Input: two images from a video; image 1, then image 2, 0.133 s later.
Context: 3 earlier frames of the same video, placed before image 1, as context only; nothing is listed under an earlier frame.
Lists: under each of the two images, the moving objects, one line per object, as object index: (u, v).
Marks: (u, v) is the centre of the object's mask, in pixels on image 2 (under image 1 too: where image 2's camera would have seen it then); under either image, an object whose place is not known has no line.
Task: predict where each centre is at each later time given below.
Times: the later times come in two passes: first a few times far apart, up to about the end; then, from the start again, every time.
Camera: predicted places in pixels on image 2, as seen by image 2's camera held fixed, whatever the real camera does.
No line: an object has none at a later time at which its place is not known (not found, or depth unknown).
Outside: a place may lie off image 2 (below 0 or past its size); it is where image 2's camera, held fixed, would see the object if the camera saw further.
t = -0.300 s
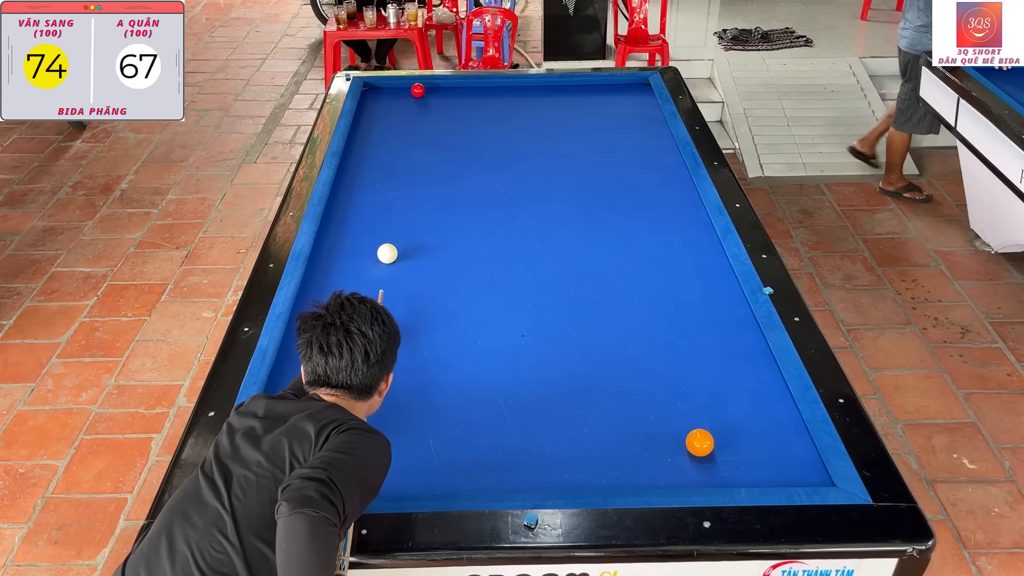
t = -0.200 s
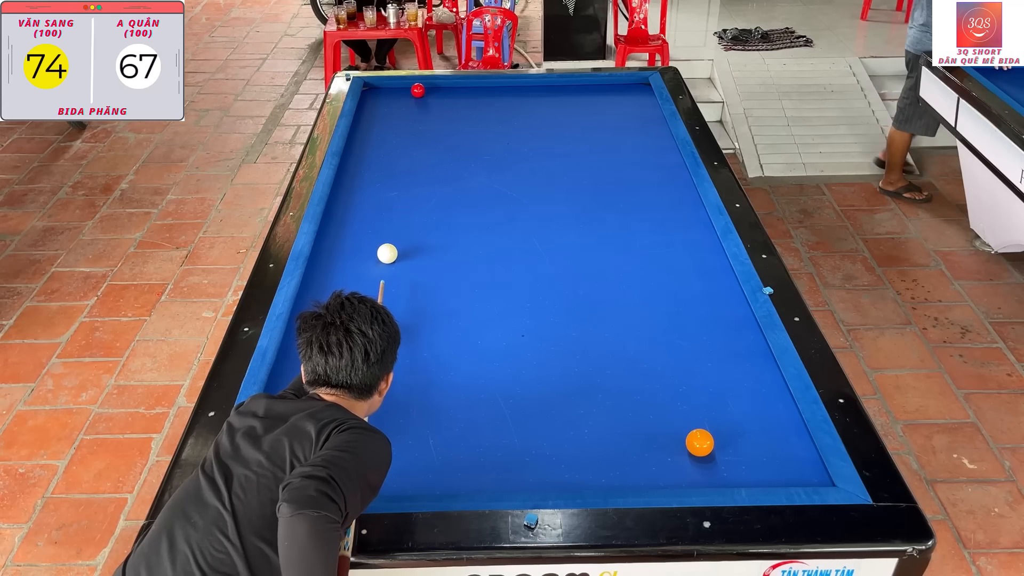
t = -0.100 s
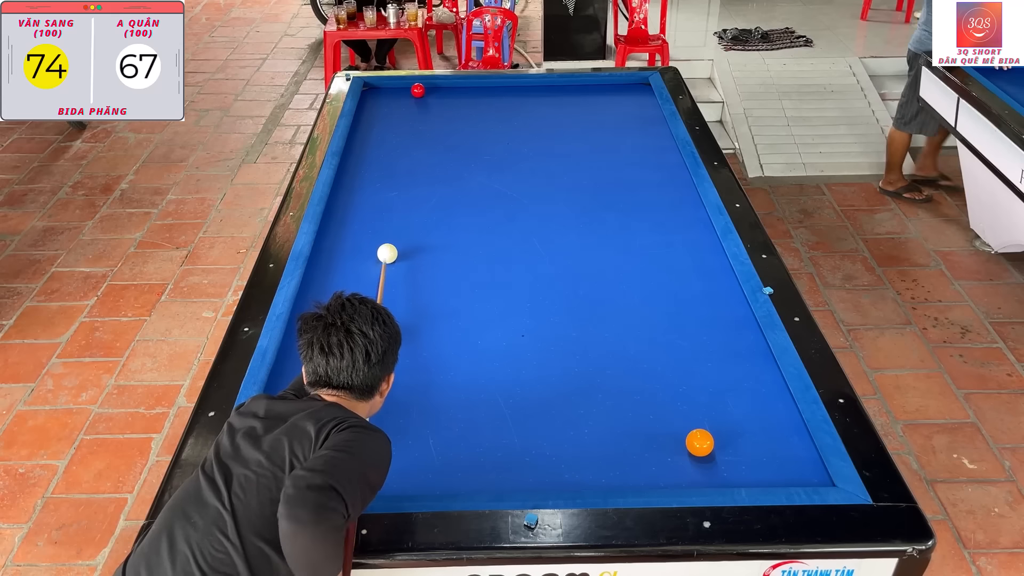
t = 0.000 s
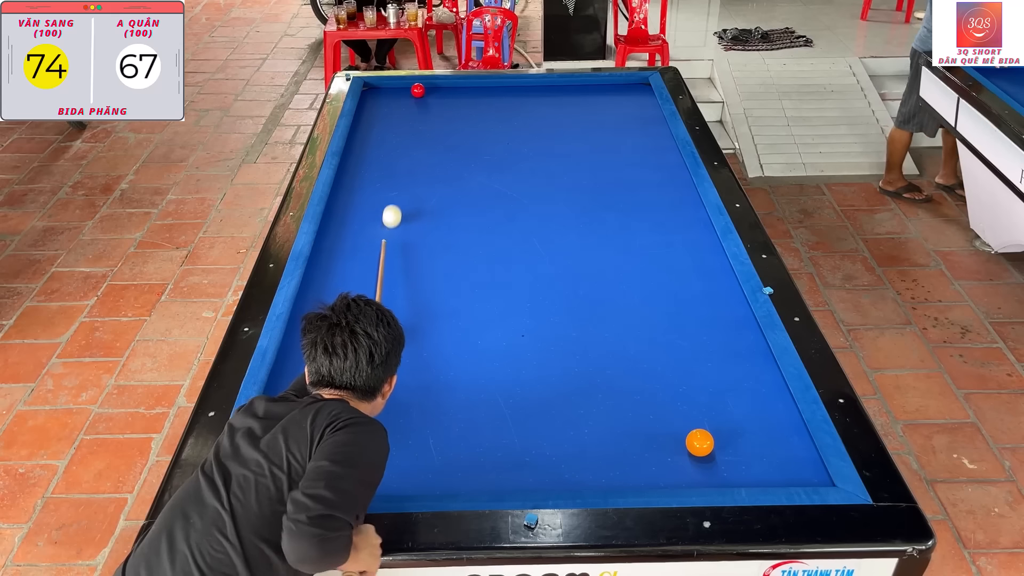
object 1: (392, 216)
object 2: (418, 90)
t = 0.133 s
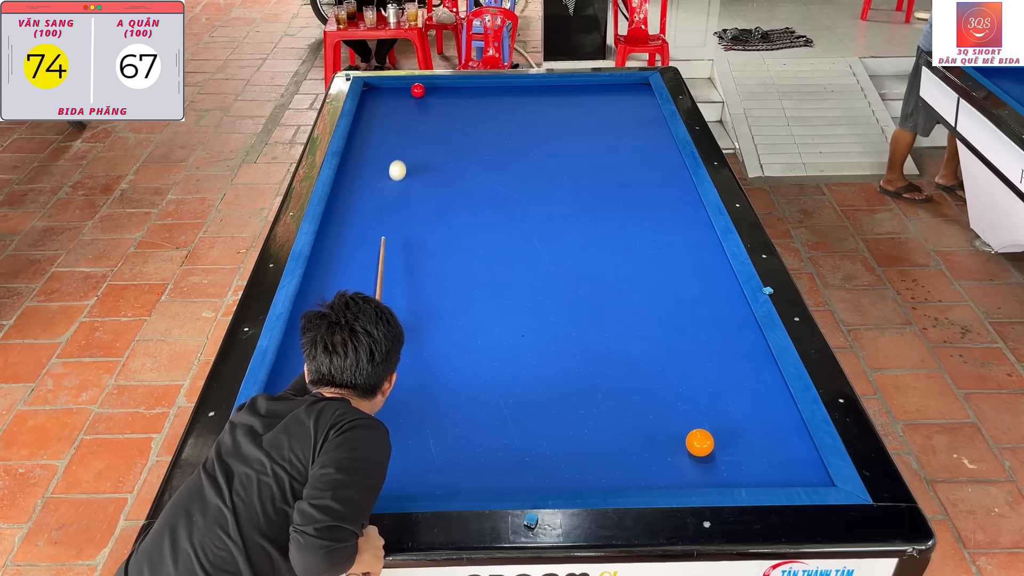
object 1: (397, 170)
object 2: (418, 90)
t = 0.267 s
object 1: (401, 135)
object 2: (418, 90)
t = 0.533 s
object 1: (390, 85)
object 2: (434, 85)
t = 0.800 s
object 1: (388, 110)
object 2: (468, 93)
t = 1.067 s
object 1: (421, 130)
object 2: (496, 101)
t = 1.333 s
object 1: (453, 149)
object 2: (525, 109)
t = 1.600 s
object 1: (489, 171)
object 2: (555, 118)
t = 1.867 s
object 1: (527, 193)
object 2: (586, 127)
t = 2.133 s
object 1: (568, 218)
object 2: (617, 136)
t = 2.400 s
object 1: (614, 245)
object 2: (649, 145)
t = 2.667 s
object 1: (664, 275)
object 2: (668, 154)
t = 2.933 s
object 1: (720, 309)
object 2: (656, 163)
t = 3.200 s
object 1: (741, 342)
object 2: (644, 172)
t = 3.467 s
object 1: (731, 373)
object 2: (632, 180)
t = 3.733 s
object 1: (721, 408)
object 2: (620, 189)
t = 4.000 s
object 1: (721, 435)
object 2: (608, 198)
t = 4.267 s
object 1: (735, 452)
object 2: (596, 207)
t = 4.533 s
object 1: (748, 468)
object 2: (584, 215)
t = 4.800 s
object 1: (761, 477)
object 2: (572, 224)
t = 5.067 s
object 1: (771, 470)
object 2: (560, 232)
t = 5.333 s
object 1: (780, 463)
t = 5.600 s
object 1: (789, 456)
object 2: (536, 248)
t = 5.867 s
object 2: (524, 256)
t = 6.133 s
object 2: (513, 264)
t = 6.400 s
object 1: (794, 442)
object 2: (502, 272)
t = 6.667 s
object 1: (789, 439)
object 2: (491, 279)
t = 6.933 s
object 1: (786, 437)
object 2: (480, 286)
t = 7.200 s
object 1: (783, 435)
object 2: (470, 293)
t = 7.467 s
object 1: (781, 434)
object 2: (460, 300)
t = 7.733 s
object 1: (779, 434)
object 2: (450, 307)
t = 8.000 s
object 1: (779, 434)
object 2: (441, 313)
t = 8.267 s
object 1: (779, 434)
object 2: (432, 319)
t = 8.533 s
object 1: (779, 434)
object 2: (424, 324)
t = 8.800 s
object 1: (779, 434)
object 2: (418, 329)
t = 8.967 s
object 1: (779, 434)
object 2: (414, 332)
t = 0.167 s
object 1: (399, 161)
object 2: (418, 90)
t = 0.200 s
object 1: (400, 151)
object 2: (418, 90)
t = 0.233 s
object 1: (401, 143)
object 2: (418, 90)
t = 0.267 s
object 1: (401, 135)
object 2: (418, 90)
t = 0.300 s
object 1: (402, 127)
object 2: (418, 90)
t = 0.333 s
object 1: (403, 119)
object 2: (418, 90)
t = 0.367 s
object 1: (404, 112)
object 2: (418, 90)
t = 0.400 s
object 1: (405, 105)
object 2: (418, 90)
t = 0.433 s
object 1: (405, 99)
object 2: (418, 90)
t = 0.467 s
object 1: (404, 92)
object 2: (419, 89)
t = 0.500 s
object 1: (397, 88)
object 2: (427, 87)
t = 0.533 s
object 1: (390, 85)
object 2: (434, 85)
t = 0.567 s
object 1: (382, 88)
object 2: (441, 84)
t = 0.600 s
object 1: (375, 92)
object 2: (445, 85)
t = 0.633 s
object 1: (367, 95)
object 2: (449, 87)
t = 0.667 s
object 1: (370, 99)
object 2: (453, 88)
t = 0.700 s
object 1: (375, 102)
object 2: (457, 89)
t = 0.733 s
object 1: (379, 105)
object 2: (460, 90)
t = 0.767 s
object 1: (384, 108)
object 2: (464, 91)
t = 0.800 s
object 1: (388, 110)
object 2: (468, 93)
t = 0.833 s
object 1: (393, 113)
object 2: (471, 94)
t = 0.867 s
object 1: (397, 116)
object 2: (475, 95)
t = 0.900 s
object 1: (401, 118)
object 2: (478, 96)
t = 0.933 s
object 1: (405, 121)
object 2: (482, 97)
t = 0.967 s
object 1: (409, 123)
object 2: (485, 98)
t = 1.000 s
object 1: (413, 125)
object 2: (489, 99)
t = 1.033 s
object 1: (417, 128)
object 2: (492, 100)
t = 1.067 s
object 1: (421, 130)
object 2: (496, 101)
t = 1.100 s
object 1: (424, 132)
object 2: (500, 102)
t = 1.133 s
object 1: (429, 135)
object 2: (503, 103)
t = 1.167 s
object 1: (433, 137)
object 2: (507, 104)
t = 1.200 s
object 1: (437, 140)
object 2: (511, 105)
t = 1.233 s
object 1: (441, 142)
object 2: (514, 106)
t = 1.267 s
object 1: (445, 144)
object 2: (518, 107)
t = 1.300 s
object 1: (449, 147)
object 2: (522, 108)
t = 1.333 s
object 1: (453, 149)
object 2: (525, 109)
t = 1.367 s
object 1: (458, 152)
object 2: (529, 111)
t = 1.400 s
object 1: (462, 155)
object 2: (533, 112)
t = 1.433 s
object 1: (466, 157)
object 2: (536, 113)
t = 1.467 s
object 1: (471, 160)
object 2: (540, 114)
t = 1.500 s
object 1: (475, 162)
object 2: (544, 115)
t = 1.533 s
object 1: (480, 165)
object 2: (548, 116)
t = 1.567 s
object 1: (484, 168)
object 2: (551, 117)
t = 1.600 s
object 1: (489, 171)
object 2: (555, 118)
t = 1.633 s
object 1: (493, 173)
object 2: (559, 119)
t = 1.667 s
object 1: (498, 176)
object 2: (563, 120)
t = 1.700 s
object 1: (503, 179)
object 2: (566, 121)
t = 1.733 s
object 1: (508, 182)
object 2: (570, 122)
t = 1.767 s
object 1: (512, 185)
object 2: (574, 124)
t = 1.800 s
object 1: (517, 187)
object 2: (578, 125)
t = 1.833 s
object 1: (522, 190)
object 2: (582, 126)
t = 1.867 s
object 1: (527, 193)
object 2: (586, 127)
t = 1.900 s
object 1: (532, 196)
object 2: (589, 128)
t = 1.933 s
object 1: (537, 199)
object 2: (593, 129)
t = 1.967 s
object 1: (542, 202)
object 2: (597, 130)
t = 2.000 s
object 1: (547, 205)
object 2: (601, 131)
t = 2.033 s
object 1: (552, 209)
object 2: (605, 133)
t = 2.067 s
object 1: (558, 212)
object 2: (609, 134)
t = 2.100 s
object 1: (563, 215)
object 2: (613, 135)
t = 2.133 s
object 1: (568, 218)
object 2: (617, 136)
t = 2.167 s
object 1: (574, 221)
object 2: (621, 137)
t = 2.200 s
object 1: (580, 225)
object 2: (625, 138)
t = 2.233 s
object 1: (585, 228)
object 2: (629, 139)
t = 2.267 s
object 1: (591, 231)
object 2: (633, 141)
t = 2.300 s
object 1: (597, 235)
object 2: (637, 142)
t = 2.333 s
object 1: (602, 238)
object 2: (641, 143)
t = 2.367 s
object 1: (608, 242)
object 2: (645, 144)
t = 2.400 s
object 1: (614, 245)
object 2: (649, 145)
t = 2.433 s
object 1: (620, 249)
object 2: (653, 146)
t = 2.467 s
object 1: (626, 253)
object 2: (657, 147)
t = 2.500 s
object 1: (632, 256)
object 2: (661, 149)
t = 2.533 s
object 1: (639, 260)
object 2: (665, 150)
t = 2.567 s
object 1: (645, 263)
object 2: (669, 151)
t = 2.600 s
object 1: (651, 268)
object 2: (672, 152)
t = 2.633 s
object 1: (658, 271)
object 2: (670, 153)
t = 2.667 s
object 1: (664, 275)
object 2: (668, 154)
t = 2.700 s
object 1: (671, 279)
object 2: (667, 156)
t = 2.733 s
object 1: (678, 283)
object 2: (665, 157)
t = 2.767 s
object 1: (685, 287)
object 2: (663, 158)
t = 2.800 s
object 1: (692, 291)
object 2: (662, 159)
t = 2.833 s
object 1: (699, 296)
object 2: (660, 160)
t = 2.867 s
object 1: (706, 300)
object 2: (659, 161)
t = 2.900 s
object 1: (713, 304)
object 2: (657, 162)
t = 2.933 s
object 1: (720, 309)
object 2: (656, 163)
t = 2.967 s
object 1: (728, 313)
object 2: (654, 164)
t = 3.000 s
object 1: (735, 317)
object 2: (653, 165)
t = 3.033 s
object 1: (743, 322)
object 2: (651, 166)
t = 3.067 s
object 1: (749, 326)
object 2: (650, 167)
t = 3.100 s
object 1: (746, 330)
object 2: (648, 169)
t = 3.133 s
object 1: (744, 334)
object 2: (647, 170)
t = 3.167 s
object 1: (742, 338)
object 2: (645, 171)
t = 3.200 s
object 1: (741, 342)
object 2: (644, 172)
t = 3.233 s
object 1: (740, 346)
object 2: (642, 173)
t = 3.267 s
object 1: (739, 349)
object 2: (641, 174)
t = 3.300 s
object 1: (737, 353)
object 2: (639, 175)
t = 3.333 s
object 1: (736, 357)
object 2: (638, 176)
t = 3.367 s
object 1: (735, 361)
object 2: (636, 177)
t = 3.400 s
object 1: (734, 365)
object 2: (635, 178)
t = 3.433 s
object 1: (732, 369)
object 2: (633, 179)
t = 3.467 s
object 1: (731, 373)
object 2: (632, 180)
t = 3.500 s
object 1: (730, 377)
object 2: (630, 182)
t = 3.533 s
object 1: (729, 382)
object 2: (629, 183)
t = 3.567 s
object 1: (728, 386)
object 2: (627, 184)
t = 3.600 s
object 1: (726, 390)
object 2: (626, 185)
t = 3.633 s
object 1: (725, 395)
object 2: (624, 186)
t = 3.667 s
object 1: (724, 399)
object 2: (623, 187)
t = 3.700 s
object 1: (722, 403)
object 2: (621, 188)
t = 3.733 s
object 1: (721, 408)
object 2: (620, 189)
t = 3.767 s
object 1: (719, 412)
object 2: (618, 190)
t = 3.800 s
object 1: (718, 417)
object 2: (617, 191)
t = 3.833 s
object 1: (717, 421)
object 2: (615, 192)
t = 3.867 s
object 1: (716, 425)
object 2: (614, 193)
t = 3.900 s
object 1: (716, 429)
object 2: (612, 195)
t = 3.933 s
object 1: (718, 431)
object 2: (611, 196)
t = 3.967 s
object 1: (719, 433)
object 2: (609, 197)
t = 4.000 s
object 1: (721, 435)
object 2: (608, 198)
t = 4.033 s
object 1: (723, 437)
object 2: (606, 199)
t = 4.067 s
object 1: (724, 439)
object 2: (605, 200)
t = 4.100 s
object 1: (726, 441)
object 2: (603, 201)
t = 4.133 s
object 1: (728, 443)
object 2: (602, 202)
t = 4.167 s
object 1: (730, 445)
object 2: (600, 203)
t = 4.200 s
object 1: (731, 447)
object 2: (599, 204)
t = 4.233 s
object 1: (733, 449)
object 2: (597, 206)
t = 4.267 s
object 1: (735, 452)
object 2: (596, 207)
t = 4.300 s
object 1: (736, 454)
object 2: (594, 208)
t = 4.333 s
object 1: (738, 456)
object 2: (593, 209)
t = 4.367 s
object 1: (740, 458)
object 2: (591, 210)
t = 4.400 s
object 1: (741, 460)
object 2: (590, 211)
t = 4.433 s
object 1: (743, 462)
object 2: (588, 212)
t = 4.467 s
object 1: (745, 464)
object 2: (587, 213)
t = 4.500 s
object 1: (747, 466)
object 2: (585, 214)
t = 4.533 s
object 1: (748, 468)
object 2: (584, 215)
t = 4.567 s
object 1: (750, 470)
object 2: (582, 216)
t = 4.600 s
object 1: (752, 472)
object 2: (581, 217)
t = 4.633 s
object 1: (753, 474)
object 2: (579, 218)
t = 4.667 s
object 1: (755, 475)
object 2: (578, 220)
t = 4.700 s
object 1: (757, 477)
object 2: (576, 221)
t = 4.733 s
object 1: (758, 478)
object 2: (575, 222)
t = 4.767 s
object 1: (760, 477)
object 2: (573, 223)
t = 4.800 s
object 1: (761, 477)
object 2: (572, 224)
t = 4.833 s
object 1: (762, 476)
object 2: (570, 225)
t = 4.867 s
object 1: (764, 475)
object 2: (569, 226)
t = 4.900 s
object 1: (765, 475)
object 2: (567, 227)
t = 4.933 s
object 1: (766, 474)
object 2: (566, 228)
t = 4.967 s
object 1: (768, 473)
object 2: (564, 229)
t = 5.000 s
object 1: (769, 472)
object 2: (563, 230)
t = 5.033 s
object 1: (770, 471)
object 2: (561, 231)
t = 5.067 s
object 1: (771, 470)
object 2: (560, 232)
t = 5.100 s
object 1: (773, 469)
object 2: (558, 233)
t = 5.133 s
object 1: (774, 468)
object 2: (557, 234)
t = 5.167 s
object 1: (775, 467)
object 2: (555, 235)
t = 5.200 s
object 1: (776, 466)
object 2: (554, 236)
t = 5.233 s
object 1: (777, 465)
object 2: (553, 237)
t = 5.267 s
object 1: (778, 464)
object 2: (555, 233)
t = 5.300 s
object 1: (779, 464)
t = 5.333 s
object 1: (780, 463)
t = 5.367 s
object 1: (781, 462)
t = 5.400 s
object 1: (783, 461)
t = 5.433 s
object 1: (784, 460)
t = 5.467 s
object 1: (785, 459)
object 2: (542, 244)
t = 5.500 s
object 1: (786, 459)
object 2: (540, 245)
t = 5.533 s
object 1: (787, 458)
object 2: (539, 246)
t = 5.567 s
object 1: (788, 457)
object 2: (538, 247)
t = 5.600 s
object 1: (789, 456)
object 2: (536, 248)
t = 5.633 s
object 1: (790, 455)
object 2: (535, 249)
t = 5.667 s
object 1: (792, 453)
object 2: (533, 250)
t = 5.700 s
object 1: (795, 449)
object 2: (532, 251)
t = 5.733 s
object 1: (799, 445)
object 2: (530, 252)
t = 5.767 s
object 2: (529, 253)
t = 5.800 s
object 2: (527, 254)
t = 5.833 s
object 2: (526, 255)
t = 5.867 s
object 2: (524, 256)
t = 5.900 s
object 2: (523, 257)
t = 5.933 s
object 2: (522, 258)
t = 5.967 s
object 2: (520, 259)
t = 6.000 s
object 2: (519, 260)
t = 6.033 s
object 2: (517, 261)
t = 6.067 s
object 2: (516, 262)
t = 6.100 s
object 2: (514, 263)
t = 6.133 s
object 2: (513, 264)
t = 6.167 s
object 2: (512, 265)
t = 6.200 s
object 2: (510, 266)
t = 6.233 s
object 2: (509, 267)
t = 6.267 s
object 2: (508, 268)
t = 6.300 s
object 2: (506, 269)
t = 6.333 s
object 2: (505, 270)
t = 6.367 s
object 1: (791, 440)
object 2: (504, 270)
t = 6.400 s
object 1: (794, 442)
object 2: (502, 272)
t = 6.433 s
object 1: (793, 442)
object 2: (501, 272)
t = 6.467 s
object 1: (792, 442)
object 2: (499, 273)
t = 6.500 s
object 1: (792, 441)
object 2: (498, 274)
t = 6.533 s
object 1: (791, 441)
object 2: (497, 275)
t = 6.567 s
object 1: (790, 440)
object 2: (495, 276)
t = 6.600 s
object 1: (790, 440)
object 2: (494, 277)
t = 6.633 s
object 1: (789, 440)
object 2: (493, 278)
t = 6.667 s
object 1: (789, 439)
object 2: (491, 279)
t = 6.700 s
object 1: (789, 439)
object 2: (490, 280)
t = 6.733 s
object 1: (788, 438)
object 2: (489, 281)
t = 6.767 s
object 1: (788, 438)
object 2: (487, 282)
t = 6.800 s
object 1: (787, 438)
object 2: (486, 283)
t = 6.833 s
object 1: (787, 437)
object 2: (484, 284)
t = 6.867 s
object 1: (786, 437)
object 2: (483, 285)
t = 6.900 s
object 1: (786, 437)
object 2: (482, 285)
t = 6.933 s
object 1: (786, 437)
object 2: (480, 286)
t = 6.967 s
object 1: (785, 436)
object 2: (479, 287)
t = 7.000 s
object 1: (785, 436)
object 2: (478, 288)
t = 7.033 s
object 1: (784, 436)
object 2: (477, 289)
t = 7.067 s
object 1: (784, 436)
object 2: (475, 290)
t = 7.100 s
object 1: (784, 436)
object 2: (474, 291)
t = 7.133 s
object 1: (783, 435)
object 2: (473, 292)
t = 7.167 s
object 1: (783, 435)
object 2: (471, 293)
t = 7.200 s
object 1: (783, 435)
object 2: (470, 293)
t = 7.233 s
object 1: (782, 435)
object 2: (469, 294)
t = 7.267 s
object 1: (782, 435)
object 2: (468, 295)
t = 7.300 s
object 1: (782, 435)
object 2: (466, 296)
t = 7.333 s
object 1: (782, 435)
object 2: (465, 297)
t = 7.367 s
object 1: (781, 435)
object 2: (464, 298)
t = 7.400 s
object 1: (781, 434)
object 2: (463, 299)
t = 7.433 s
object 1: (781, 435)
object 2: (461, 300)
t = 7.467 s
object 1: (781, 434)
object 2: (460, 300)
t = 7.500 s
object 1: (780, 434)
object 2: (459, 301)
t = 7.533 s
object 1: (780, 434)
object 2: (458, 302)
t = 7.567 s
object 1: (780, 434)
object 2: (456, 303)
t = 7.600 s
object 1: (780, 434)
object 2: (455, 304)
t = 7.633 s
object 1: (779, 434)
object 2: (454, 304)
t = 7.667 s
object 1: (779, 434)
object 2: (453, 305)
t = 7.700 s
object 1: (779, 434)
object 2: (452, 306)
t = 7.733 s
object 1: (779, 434)
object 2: (450, 307)
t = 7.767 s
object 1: (779, 434)
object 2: (449, 308)
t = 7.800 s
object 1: (779, 434)
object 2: (448, 308)
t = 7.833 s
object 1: (779, 434)
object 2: (447, 309)
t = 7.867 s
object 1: (779, 434)
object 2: (446, 310)
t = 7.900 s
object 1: (779, 434)
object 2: (445, 311)
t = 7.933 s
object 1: (779, 434)
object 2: (444, 311)
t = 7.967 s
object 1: (779, 434)
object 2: (442, 312)
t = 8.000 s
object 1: (779, 434)
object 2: (441, 313)
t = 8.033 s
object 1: (779, 434)
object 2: (440, 313)
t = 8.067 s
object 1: (779, 434)
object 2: (439, 314)
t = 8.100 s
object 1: (779, 434)
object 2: (438, 315)
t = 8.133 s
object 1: (779, 434)
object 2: (437, 316)
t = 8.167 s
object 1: (779, 434)
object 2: (436, 317)
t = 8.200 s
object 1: (779, 434)
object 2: (435, 317)
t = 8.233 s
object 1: (779, 434)
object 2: (433, 318)
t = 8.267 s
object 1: (779, 434)
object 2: (432, 319)
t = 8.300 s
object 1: (779, 434)
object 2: (431, 319)
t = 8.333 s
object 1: (779, 434)
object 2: (430, 320)
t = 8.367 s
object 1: (779, 434)
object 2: (429, 321)
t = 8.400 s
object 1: (779, 434)
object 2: (428, 321)
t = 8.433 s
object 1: (779, 434)
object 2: (427, 322)
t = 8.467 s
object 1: (779, 434)
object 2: (426, 323)
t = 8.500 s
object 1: (779, 434)
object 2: (425, 323)
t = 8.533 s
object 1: (779, 434)
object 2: (424, 324)
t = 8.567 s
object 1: (779, 434)
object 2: (424, 325)
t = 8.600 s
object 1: (779, 434)
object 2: (423, 325)
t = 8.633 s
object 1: (779, 434)
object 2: (422, 326)
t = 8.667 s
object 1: (779, 434)
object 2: (421, 327)
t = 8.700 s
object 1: (779, 434)
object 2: (420, 327)
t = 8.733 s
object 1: (779, 434)
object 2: (419, 328)
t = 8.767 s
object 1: (779, 434)
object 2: (419, 329)
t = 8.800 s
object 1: (779, 434)
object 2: (418, 329)
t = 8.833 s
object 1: (779, 434)
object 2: (417, 330)
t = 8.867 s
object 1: (779, 434)
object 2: (416, 330)
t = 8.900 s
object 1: (779, 434)
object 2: (415, 331)
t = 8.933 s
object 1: (779, 434)
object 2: (414, 332)
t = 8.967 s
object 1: (779, 434)
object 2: (414, 332)
